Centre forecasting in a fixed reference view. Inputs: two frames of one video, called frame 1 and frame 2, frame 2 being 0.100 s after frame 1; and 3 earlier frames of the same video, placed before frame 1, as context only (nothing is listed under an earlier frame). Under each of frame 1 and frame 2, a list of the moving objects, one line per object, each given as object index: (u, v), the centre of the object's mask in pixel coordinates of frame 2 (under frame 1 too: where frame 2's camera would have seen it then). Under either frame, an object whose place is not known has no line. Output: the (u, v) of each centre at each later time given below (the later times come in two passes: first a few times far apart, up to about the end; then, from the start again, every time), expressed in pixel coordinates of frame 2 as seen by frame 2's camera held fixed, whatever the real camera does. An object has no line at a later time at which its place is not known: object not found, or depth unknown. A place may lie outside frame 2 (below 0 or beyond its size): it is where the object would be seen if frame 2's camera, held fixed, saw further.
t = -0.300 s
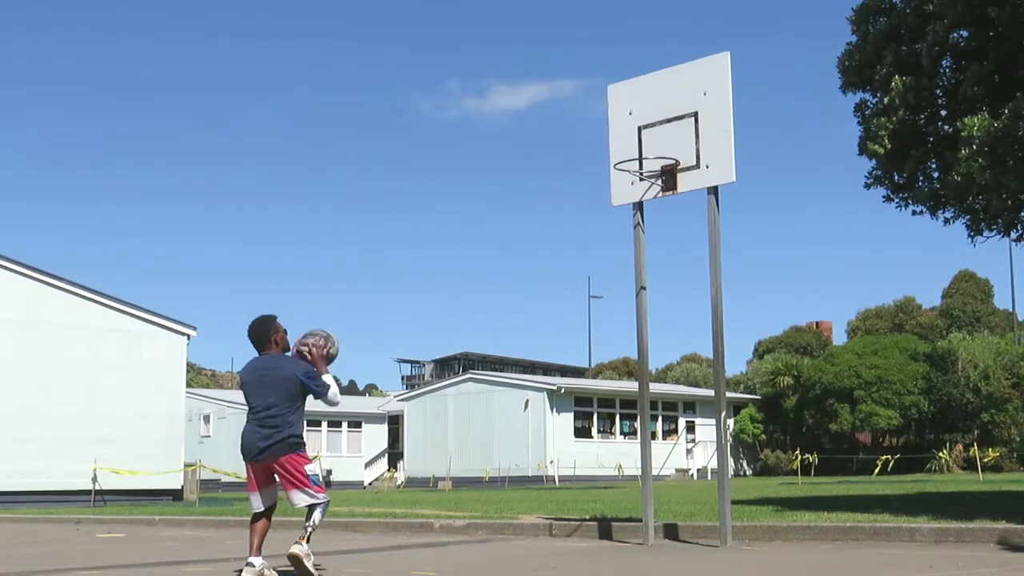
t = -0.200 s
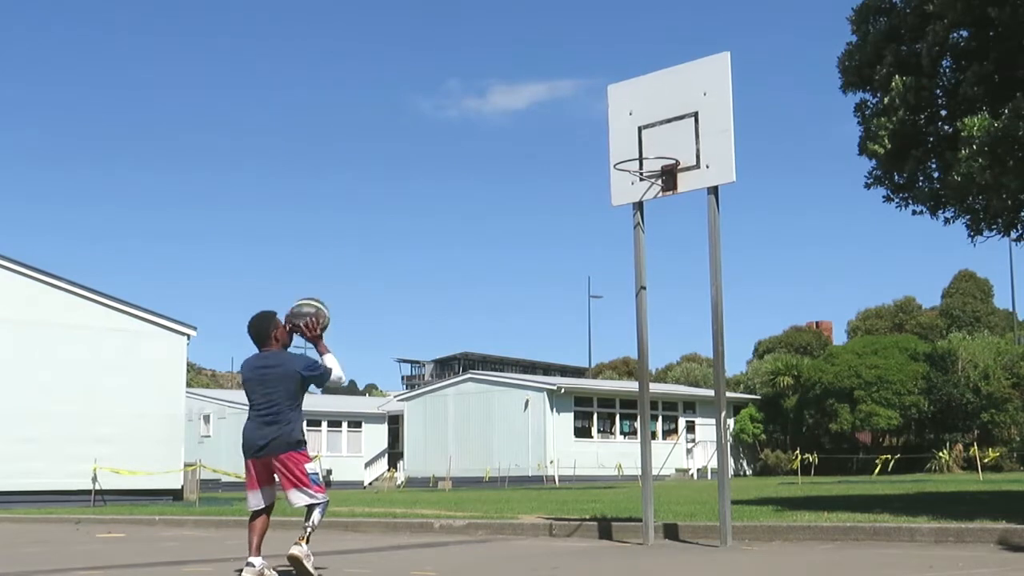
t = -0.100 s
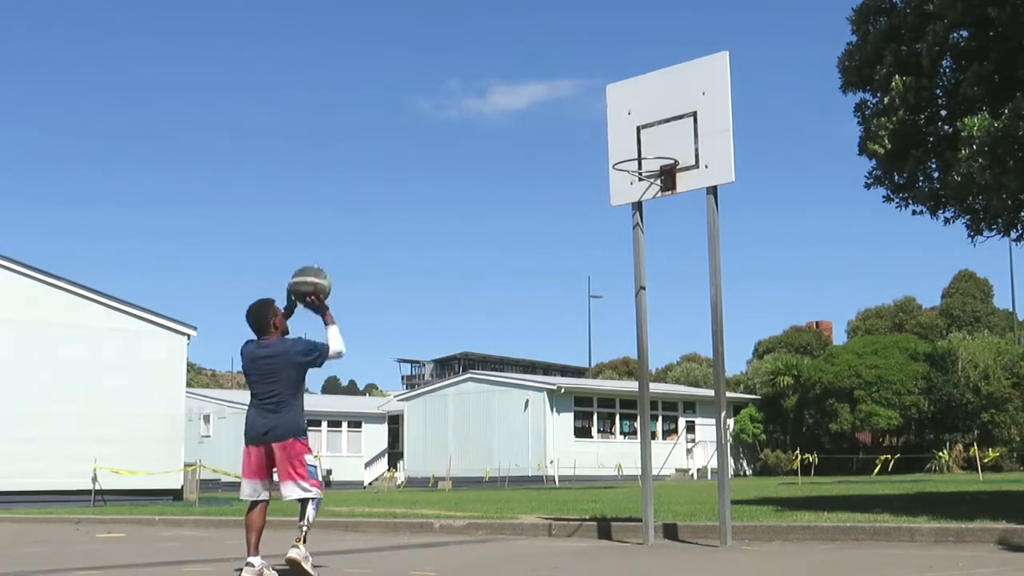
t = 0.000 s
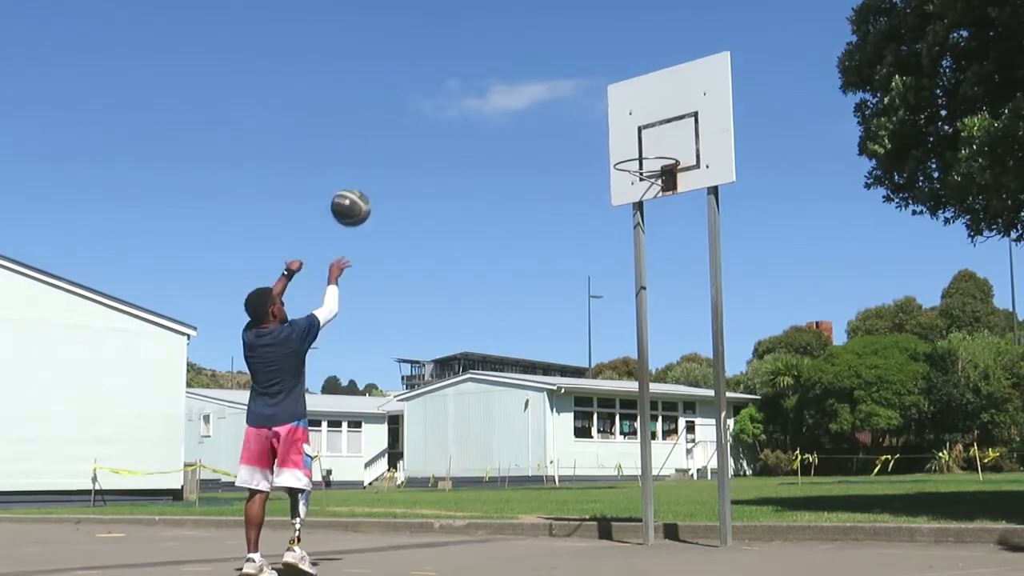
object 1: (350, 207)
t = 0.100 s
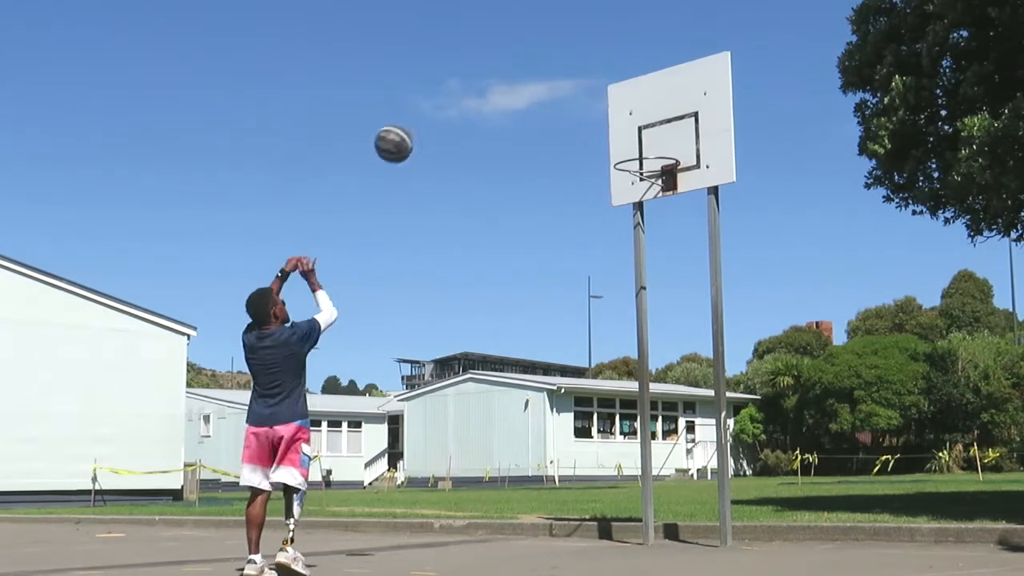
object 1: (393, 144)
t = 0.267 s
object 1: (458, 77)
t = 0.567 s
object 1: (560, 66)
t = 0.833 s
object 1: (640, 147)
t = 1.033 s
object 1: (665, 219)
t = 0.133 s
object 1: (407, 127)
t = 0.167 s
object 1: (421, 112)
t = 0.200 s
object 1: (433, 99)
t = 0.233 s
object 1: (446, 87)
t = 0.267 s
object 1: (458, 77)
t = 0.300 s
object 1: (471, 70)
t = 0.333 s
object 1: (482, 64)
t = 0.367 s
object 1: (494, 59)
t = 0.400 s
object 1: (505, 56)
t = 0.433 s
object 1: (516, 55)
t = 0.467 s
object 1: (528, 56)
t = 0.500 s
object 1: (539, 57)
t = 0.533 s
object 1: (550, 61)
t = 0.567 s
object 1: (560, 66)
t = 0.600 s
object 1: (571, 71)
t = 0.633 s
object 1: (581, 78)
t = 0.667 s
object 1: (592, 86)
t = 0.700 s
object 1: (602, 96)
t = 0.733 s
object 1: (612, 106)
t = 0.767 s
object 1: (622, 119)
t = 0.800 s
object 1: (631, 132)
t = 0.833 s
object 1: (640, 147)
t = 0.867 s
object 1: (650, 164)
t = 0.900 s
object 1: (656, 177)
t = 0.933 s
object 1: (658, 185)
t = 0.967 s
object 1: (660, 194)
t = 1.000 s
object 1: (663, 205)
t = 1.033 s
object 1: (665, 219)
